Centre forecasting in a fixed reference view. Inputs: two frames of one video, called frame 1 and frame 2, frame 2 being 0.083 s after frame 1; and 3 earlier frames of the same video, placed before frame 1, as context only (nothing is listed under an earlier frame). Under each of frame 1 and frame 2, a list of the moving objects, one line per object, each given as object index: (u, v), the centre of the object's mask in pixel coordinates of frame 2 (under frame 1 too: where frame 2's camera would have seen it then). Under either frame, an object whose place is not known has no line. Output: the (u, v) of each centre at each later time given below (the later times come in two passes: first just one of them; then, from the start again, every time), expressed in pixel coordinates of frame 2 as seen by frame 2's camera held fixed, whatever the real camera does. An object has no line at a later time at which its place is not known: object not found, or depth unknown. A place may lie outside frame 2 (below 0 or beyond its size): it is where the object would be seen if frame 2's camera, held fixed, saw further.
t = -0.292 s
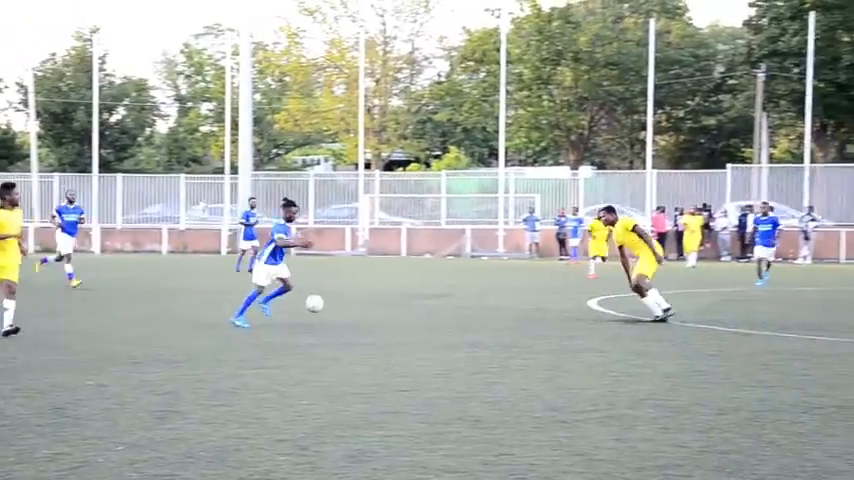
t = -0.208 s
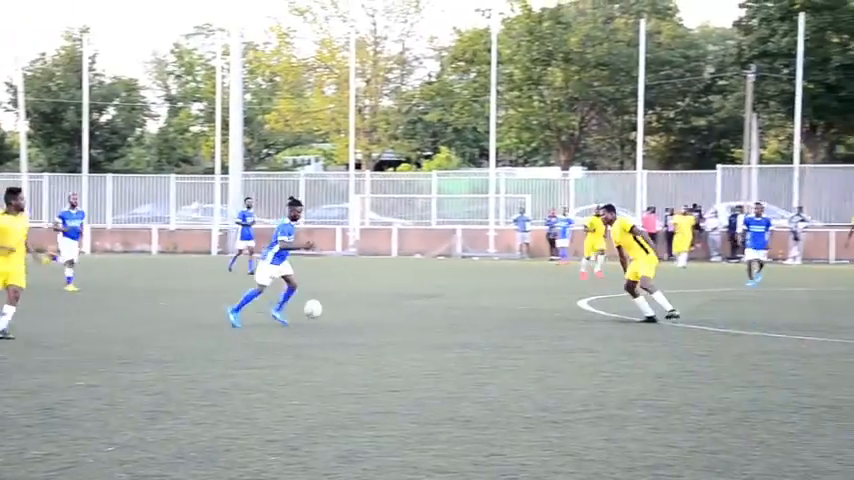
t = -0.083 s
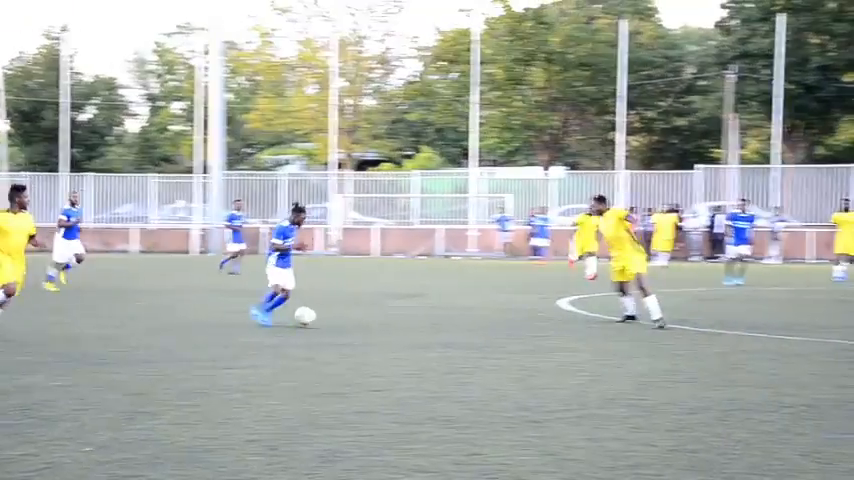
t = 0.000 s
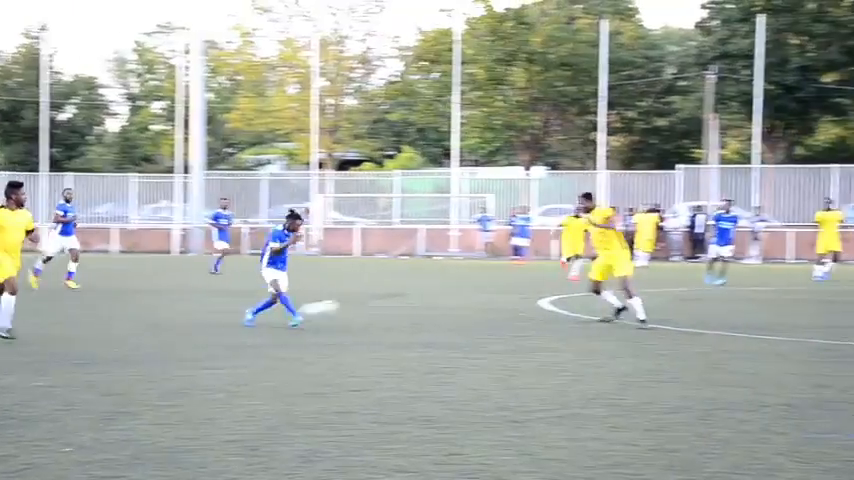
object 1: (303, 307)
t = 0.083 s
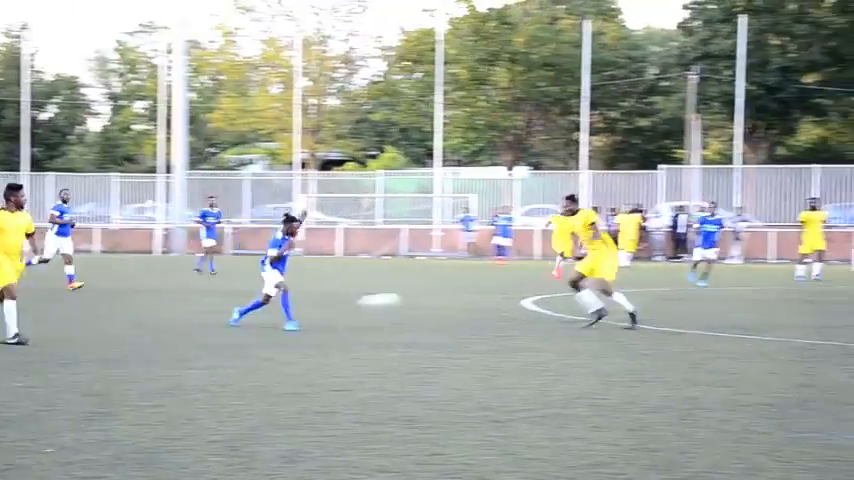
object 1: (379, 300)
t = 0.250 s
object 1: (547, 302)
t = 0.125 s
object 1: (420, 298)
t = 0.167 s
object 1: (460, 298)
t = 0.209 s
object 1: (500, 299)
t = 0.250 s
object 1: (547, 302)
